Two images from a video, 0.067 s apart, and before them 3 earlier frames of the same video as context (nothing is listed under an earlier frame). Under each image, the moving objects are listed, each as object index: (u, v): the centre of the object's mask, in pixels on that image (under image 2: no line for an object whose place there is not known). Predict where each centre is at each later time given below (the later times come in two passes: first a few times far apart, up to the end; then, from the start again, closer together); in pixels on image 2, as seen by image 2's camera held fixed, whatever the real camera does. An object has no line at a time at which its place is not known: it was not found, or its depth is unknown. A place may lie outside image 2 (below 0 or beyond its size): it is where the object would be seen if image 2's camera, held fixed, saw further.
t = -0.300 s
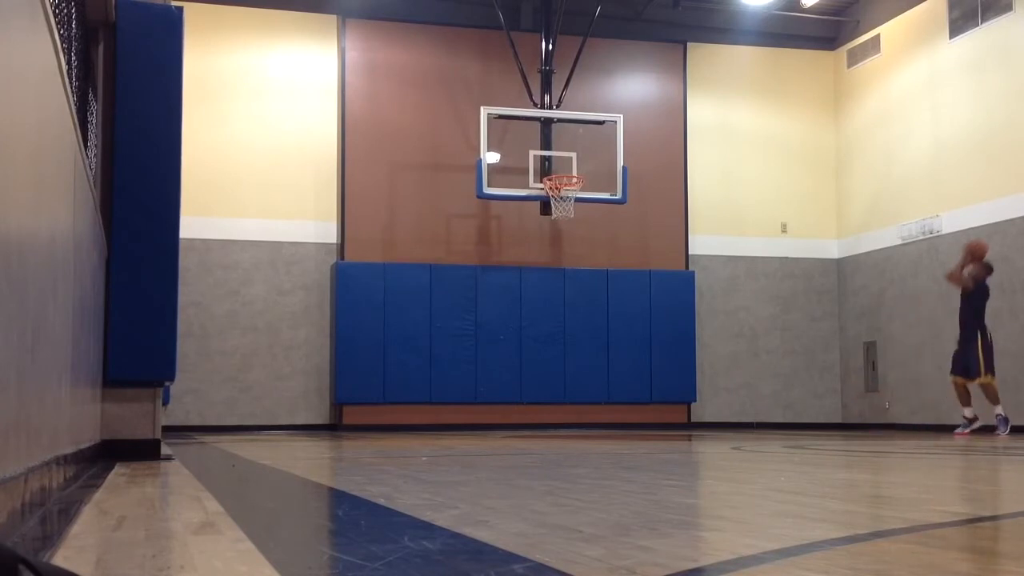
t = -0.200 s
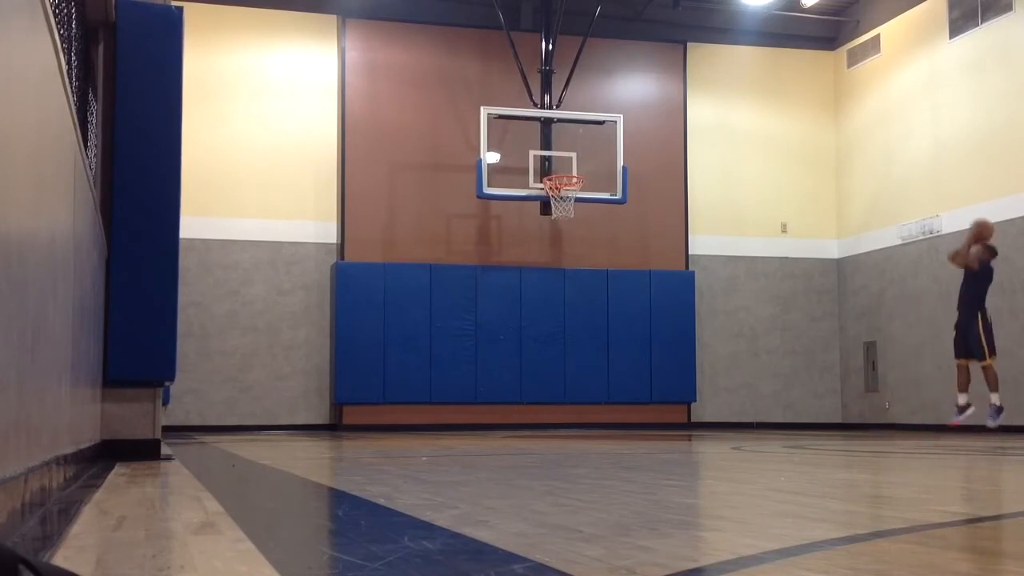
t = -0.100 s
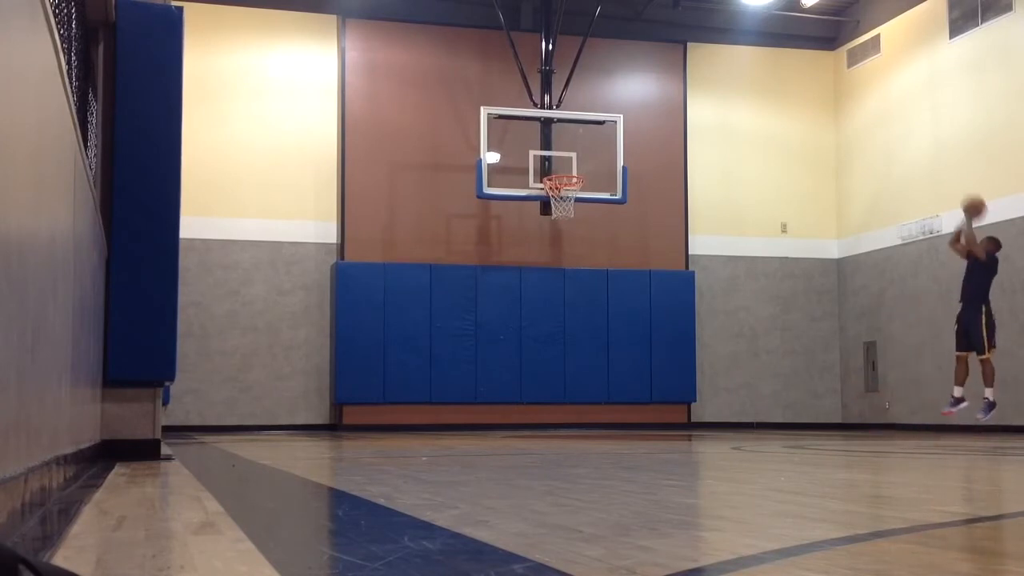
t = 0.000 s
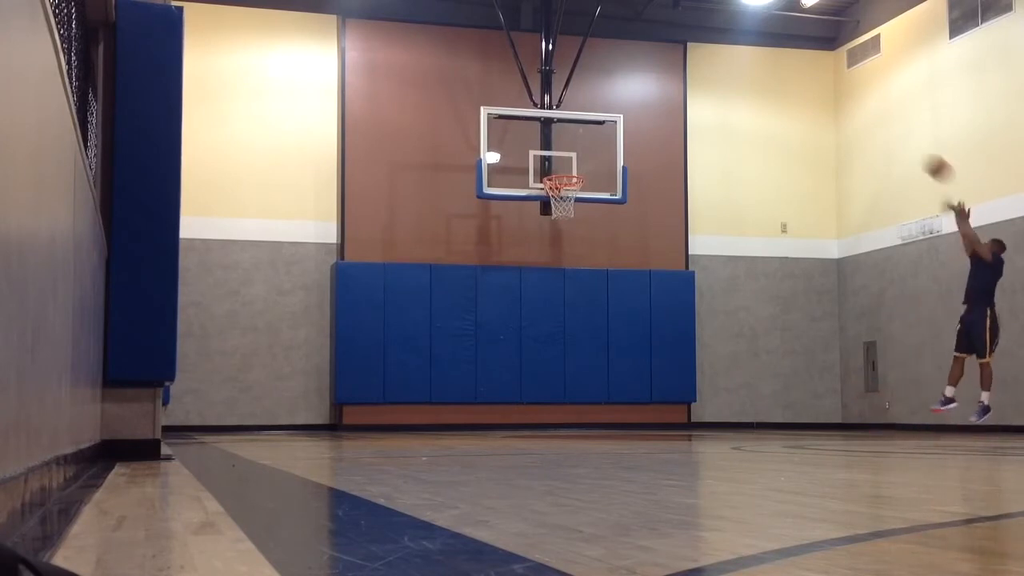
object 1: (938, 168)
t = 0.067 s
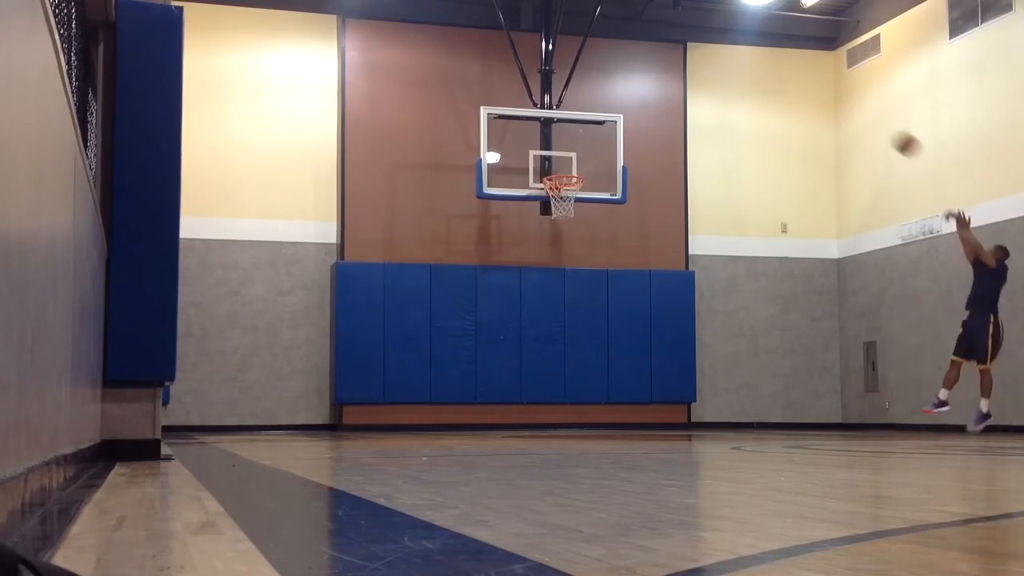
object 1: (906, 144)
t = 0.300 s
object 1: (801, 94)
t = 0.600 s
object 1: (676, 98)
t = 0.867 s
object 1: (579, 161)
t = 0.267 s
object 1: (816, 98)
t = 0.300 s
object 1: (801, 94)
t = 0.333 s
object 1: (787, 91)
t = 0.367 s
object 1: (772, 88)
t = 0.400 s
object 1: (758, 86)
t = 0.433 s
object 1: (744, 86)
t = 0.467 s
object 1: (731, 87)
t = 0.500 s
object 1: (716, 88)
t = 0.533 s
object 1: (703, 91)
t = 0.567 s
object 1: (692, 94)
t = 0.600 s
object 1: (676, 98)
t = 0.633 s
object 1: (665, 103)
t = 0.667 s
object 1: (653, 108)
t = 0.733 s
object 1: (629, 122)
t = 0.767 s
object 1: (613, 132)
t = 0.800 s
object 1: (602, 141)
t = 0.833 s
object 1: (590, 151)
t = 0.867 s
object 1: (579, 161)
